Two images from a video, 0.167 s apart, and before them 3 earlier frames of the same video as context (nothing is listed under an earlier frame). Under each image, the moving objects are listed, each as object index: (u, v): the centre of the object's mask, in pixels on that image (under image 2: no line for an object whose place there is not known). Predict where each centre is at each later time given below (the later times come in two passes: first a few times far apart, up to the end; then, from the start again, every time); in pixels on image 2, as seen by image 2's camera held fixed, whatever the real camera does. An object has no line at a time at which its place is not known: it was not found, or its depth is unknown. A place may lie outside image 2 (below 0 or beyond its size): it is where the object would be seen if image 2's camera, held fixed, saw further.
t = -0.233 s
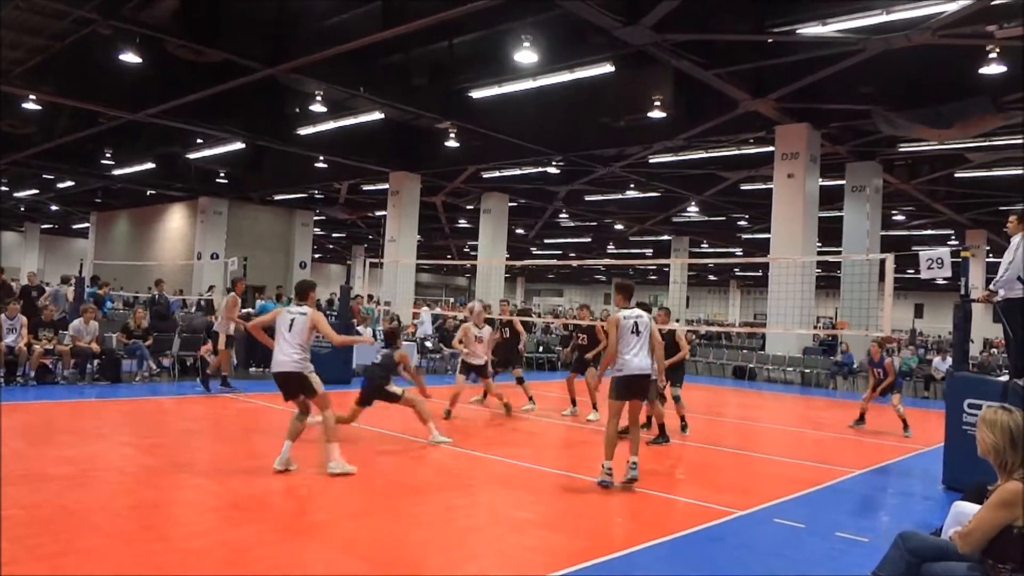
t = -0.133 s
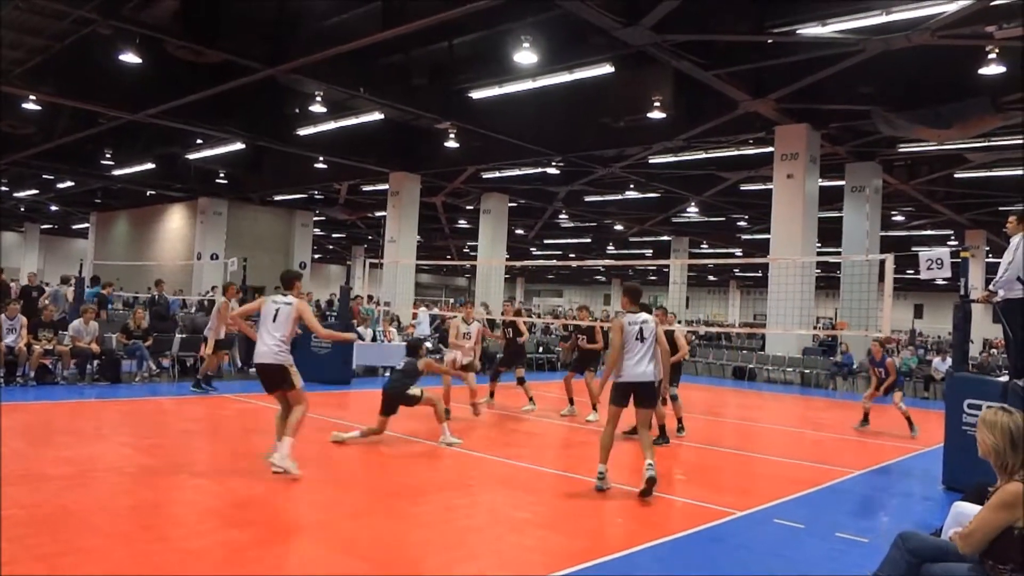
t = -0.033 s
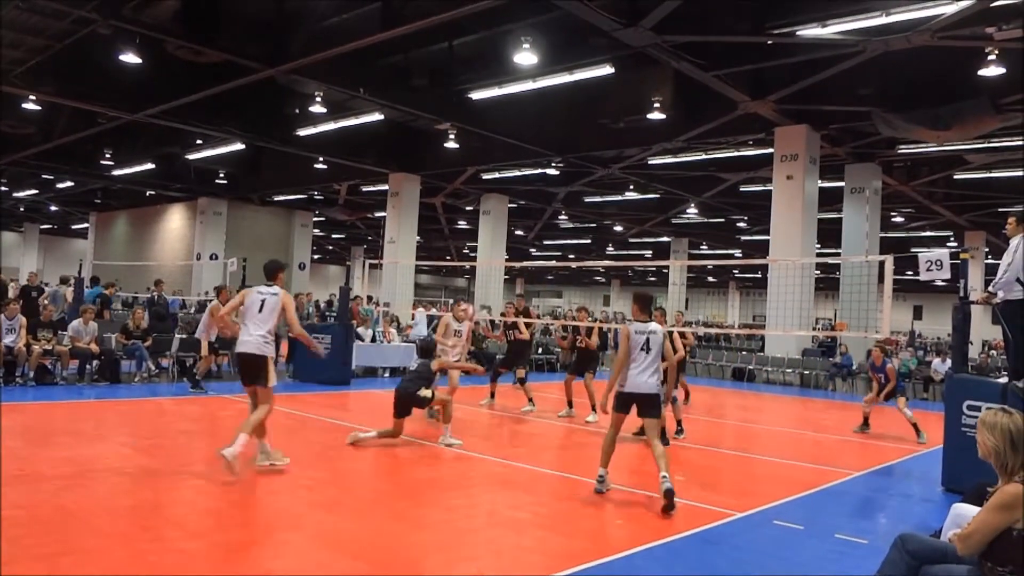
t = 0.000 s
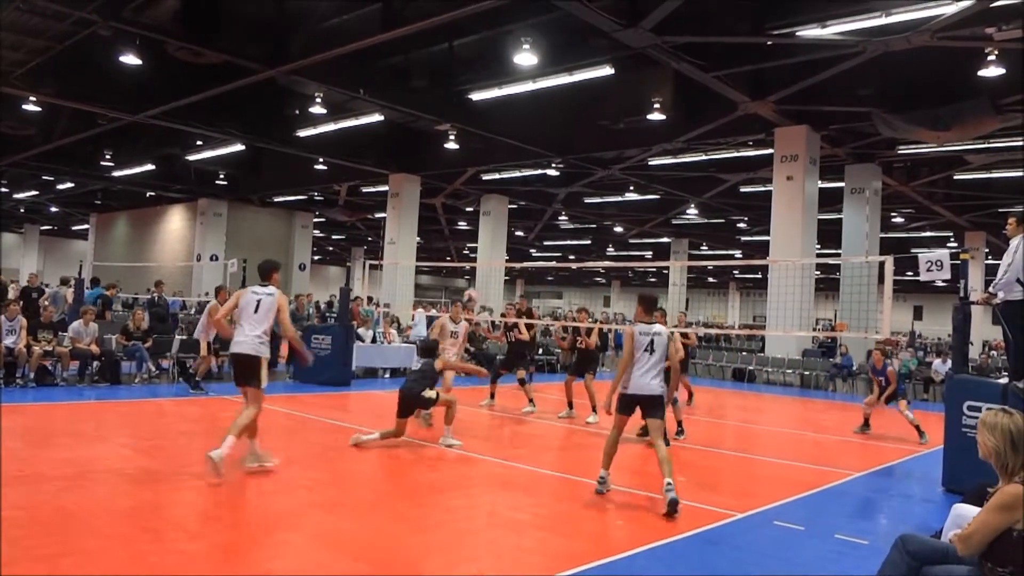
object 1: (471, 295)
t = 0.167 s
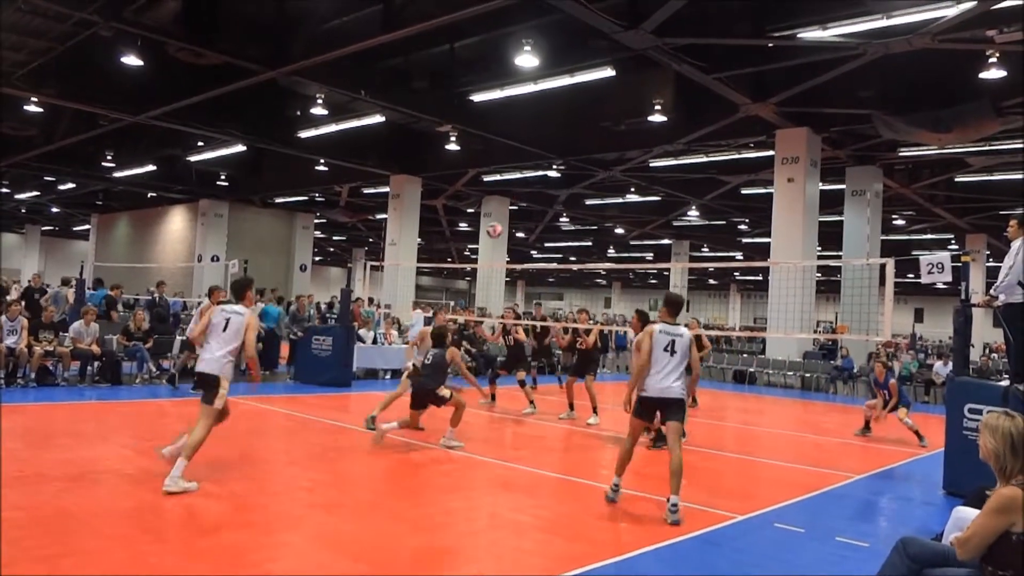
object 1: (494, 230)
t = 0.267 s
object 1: (506, 200)
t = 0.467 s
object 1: (526, 165)
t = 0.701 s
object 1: (546, 162)
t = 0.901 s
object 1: (561, 192)
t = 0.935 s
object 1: (563, 200)
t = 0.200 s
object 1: (497, 219)
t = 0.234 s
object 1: (502, 210)
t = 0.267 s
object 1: (506, 200)
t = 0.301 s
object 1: (509, 193)
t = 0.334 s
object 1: (513, 186)
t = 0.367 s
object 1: (517, 180)
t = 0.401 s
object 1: (520, 174)
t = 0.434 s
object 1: (523, 169)
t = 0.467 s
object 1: (526, 165)
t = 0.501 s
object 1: (529, 163)
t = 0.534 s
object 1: (532, 161)
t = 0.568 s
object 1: (535, 159)
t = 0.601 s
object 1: (538, 159)
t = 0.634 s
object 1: (541, 160)
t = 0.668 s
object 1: (543, 160)
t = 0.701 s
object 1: (546, 162)
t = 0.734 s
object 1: (548, 165)
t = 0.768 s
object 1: (552, 169)
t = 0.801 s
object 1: (554, 174)
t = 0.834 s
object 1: (556, 179)
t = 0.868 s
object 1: (559, 185)
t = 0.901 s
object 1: (561, 192)
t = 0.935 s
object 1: (563, 200)
